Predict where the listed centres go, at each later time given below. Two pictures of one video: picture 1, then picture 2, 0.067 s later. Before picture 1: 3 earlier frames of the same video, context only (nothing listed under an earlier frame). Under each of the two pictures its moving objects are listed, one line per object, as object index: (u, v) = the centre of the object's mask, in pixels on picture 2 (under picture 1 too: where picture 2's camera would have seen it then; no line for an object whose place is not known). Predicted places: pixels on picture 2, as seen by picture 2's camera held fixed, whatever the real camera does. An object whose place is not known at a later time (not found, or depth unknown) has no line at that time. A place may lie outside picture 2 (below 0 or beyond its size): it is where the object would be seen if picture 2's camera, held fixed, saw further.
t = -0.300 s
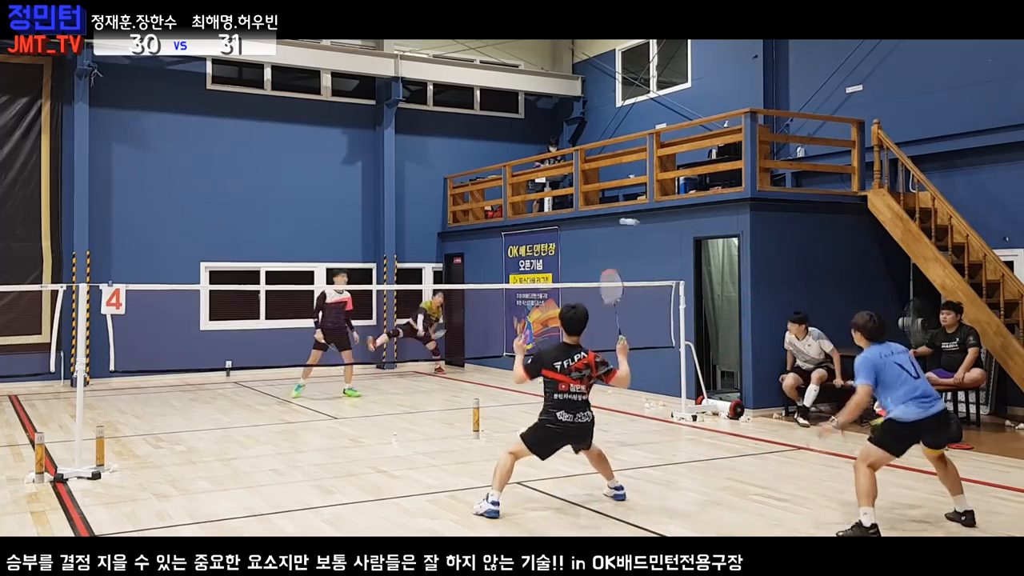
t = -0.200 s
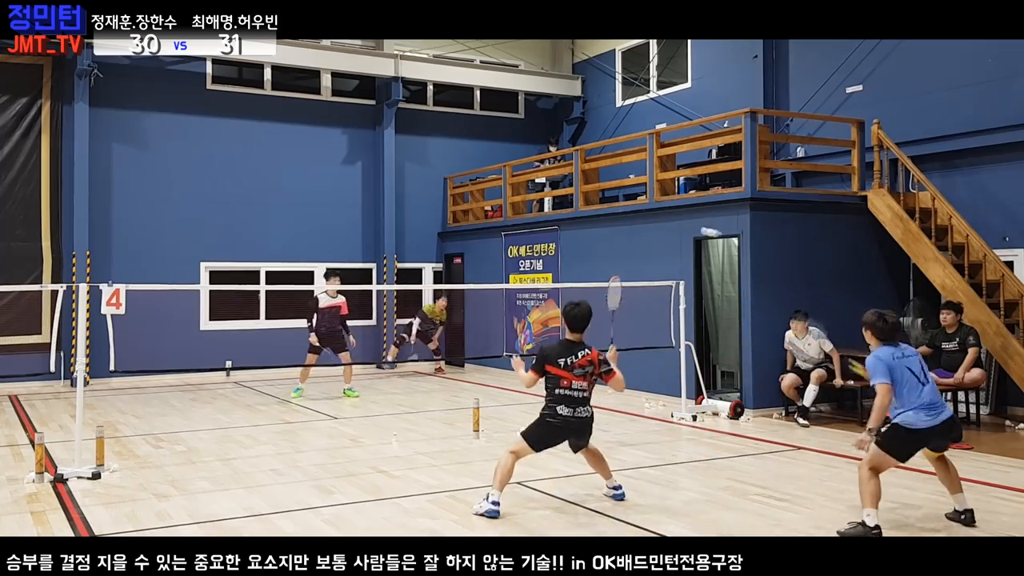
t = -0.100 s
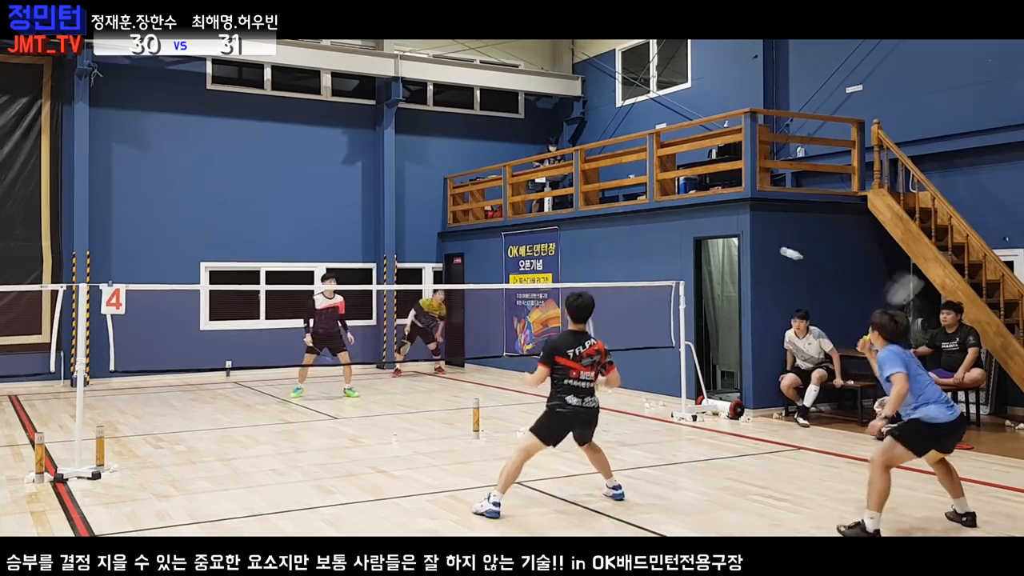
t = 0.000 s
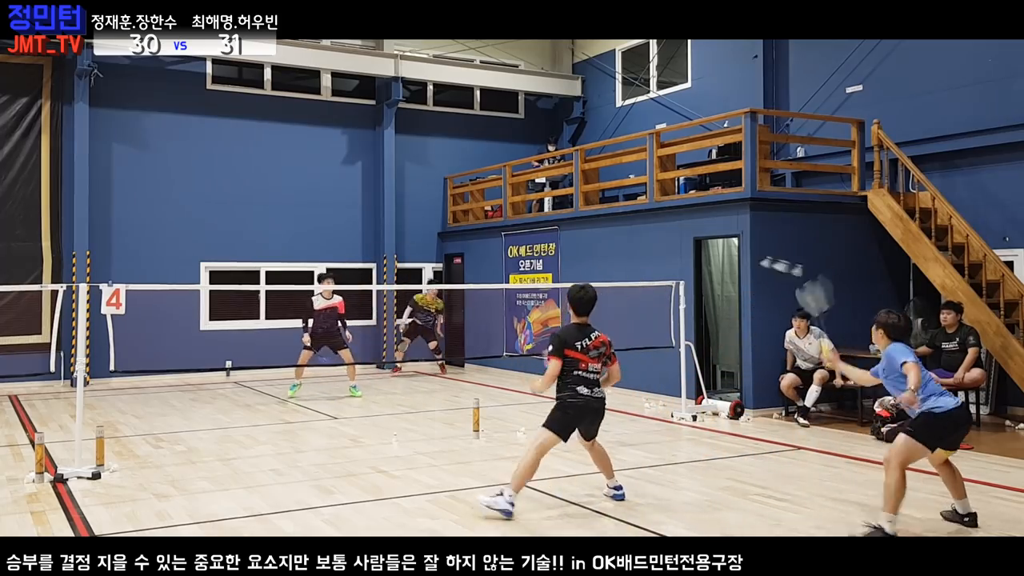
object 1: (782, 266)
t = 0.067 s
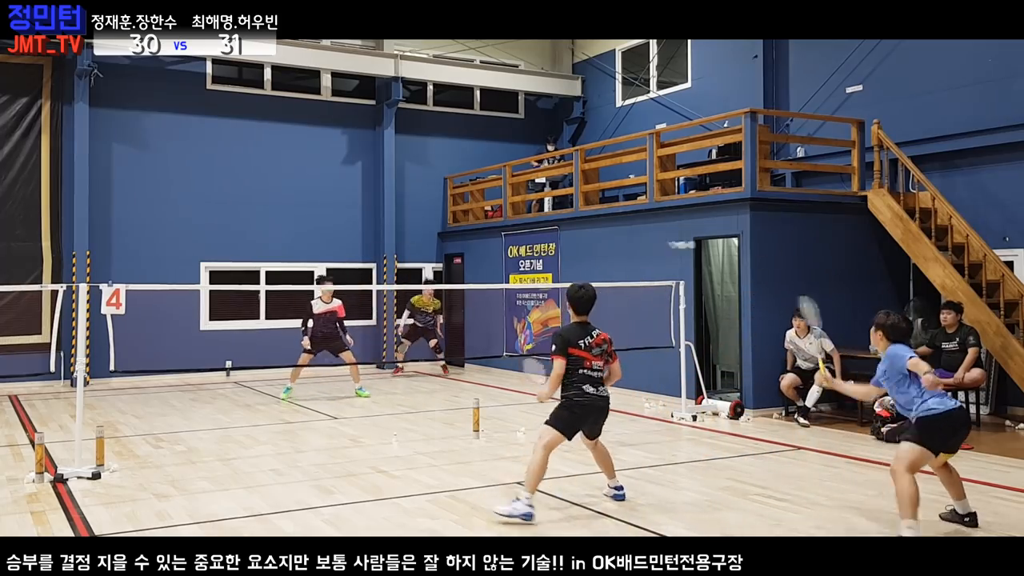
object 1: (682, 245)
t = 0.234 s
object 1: (562, 241)
